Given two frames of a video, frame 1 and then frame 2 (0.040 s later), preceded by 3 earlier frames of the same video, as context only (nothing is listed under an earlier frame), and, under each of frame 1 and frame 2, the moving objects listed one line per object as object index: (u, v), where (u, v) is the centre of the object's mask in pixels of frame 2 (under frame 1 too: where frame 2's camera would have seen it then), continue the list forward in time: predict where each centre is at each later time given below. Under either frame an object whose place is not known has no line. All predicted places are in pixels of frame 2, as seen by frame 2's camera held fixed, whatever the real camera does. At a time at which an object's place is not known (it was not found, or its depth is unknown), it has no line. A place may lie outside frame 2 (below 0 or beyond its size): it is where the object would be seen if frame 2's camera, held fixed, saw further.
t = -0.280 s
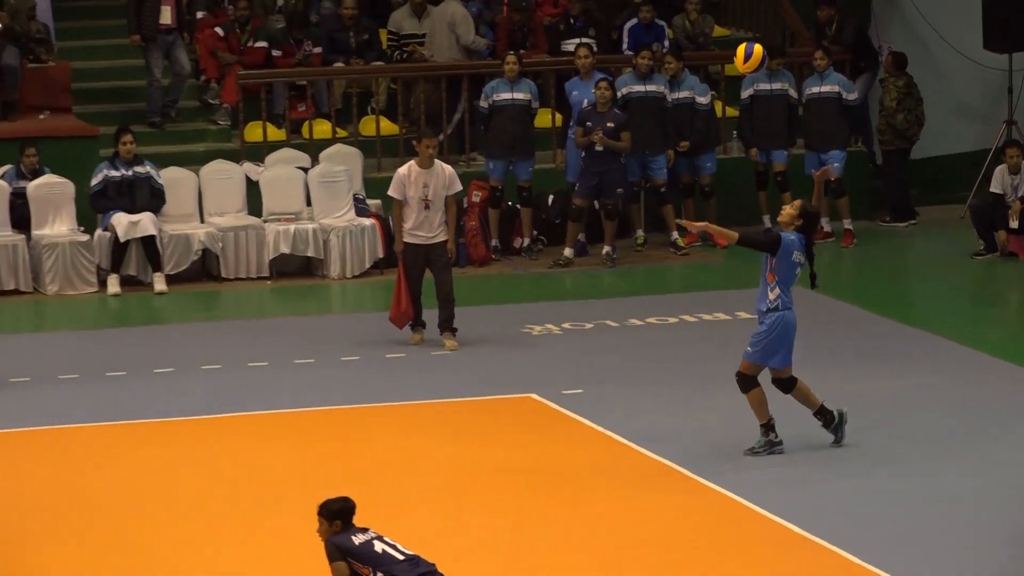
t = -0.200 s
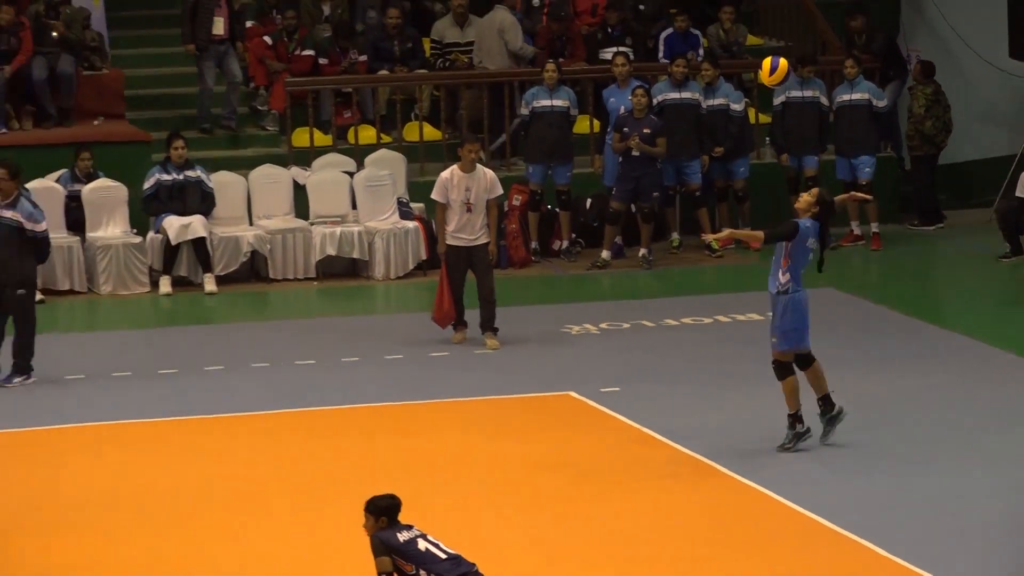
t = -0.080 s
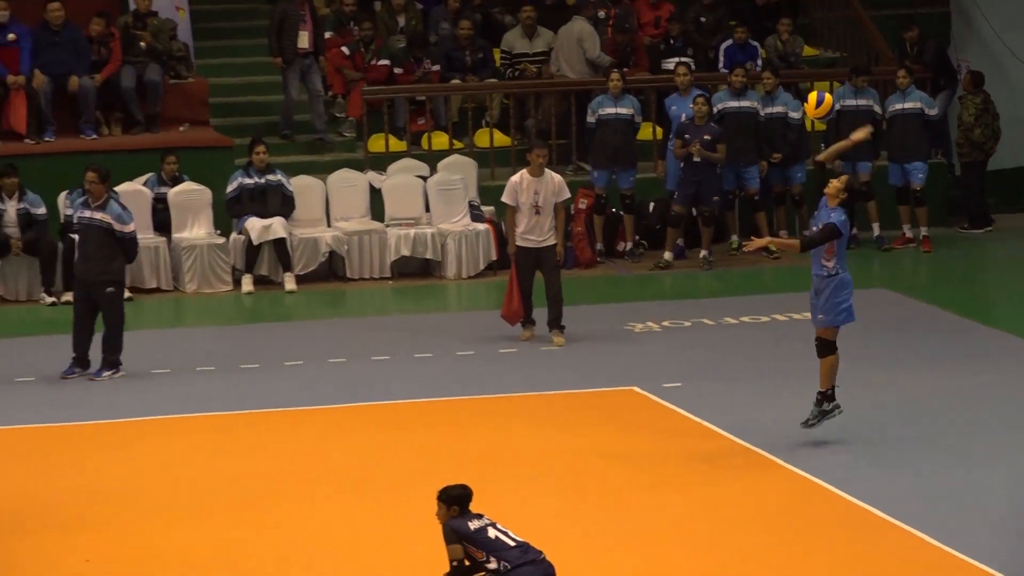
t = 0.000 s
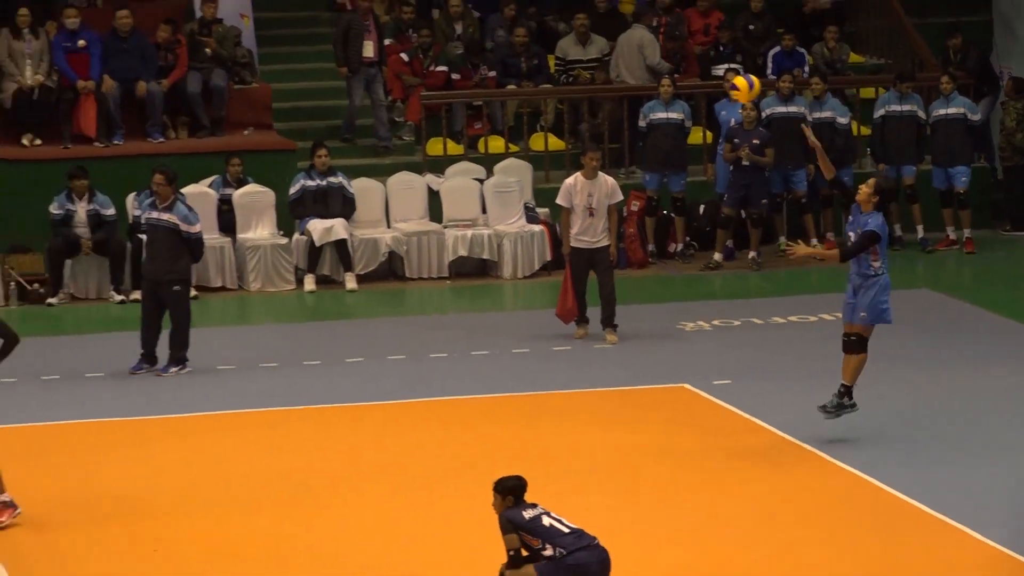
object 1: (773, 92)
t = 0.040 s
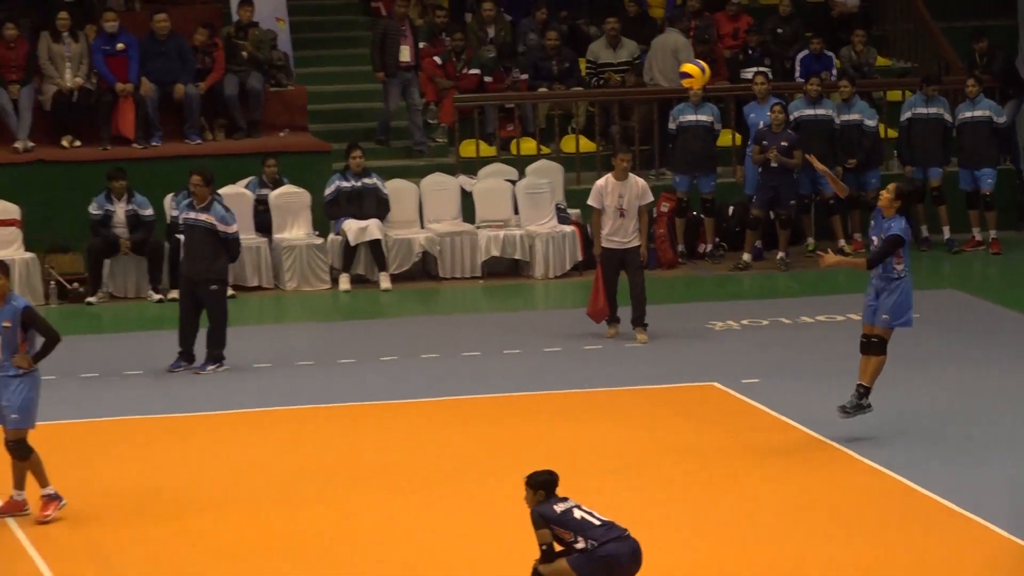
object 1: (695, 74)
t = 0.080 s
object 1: (615, 59)
